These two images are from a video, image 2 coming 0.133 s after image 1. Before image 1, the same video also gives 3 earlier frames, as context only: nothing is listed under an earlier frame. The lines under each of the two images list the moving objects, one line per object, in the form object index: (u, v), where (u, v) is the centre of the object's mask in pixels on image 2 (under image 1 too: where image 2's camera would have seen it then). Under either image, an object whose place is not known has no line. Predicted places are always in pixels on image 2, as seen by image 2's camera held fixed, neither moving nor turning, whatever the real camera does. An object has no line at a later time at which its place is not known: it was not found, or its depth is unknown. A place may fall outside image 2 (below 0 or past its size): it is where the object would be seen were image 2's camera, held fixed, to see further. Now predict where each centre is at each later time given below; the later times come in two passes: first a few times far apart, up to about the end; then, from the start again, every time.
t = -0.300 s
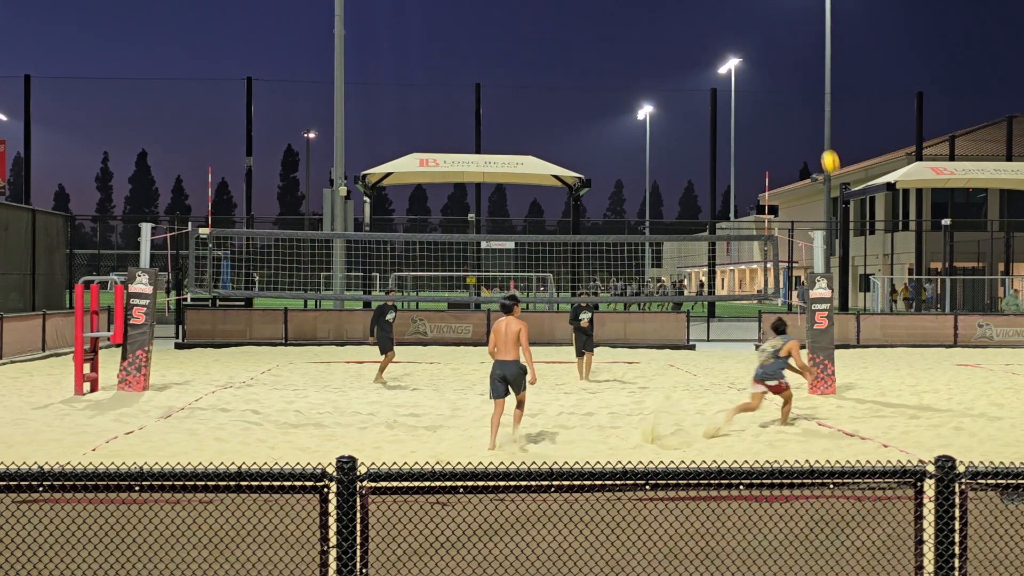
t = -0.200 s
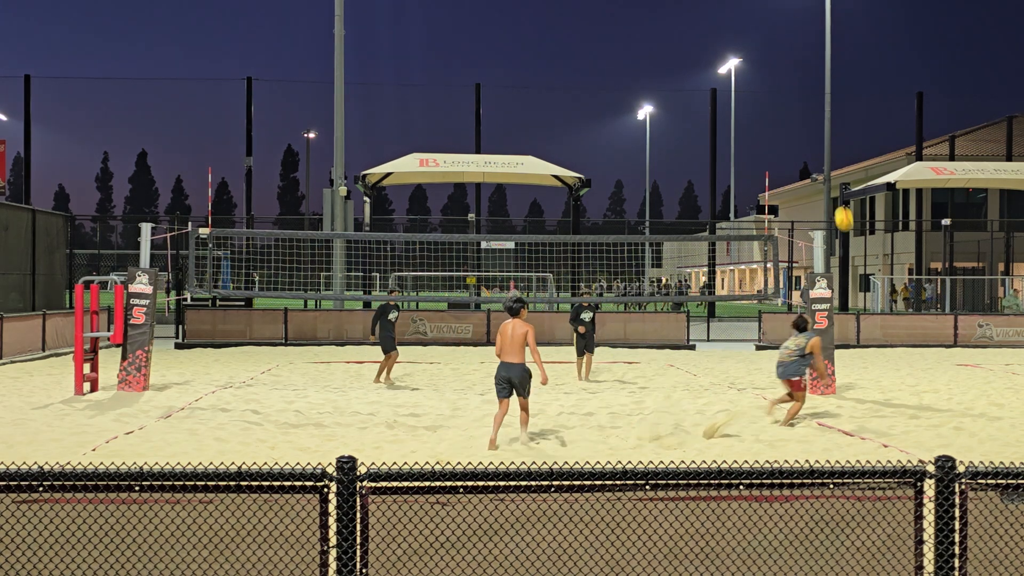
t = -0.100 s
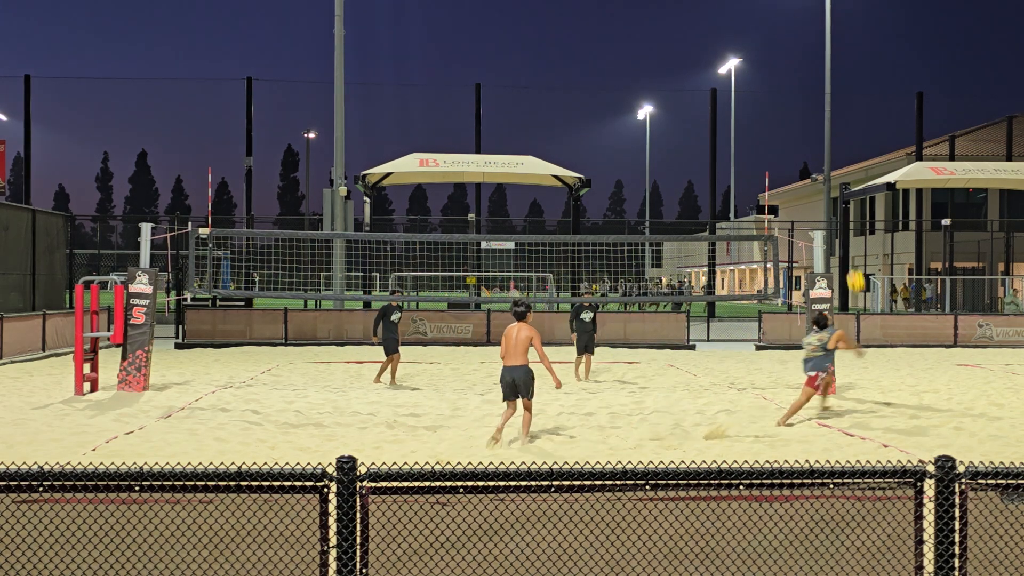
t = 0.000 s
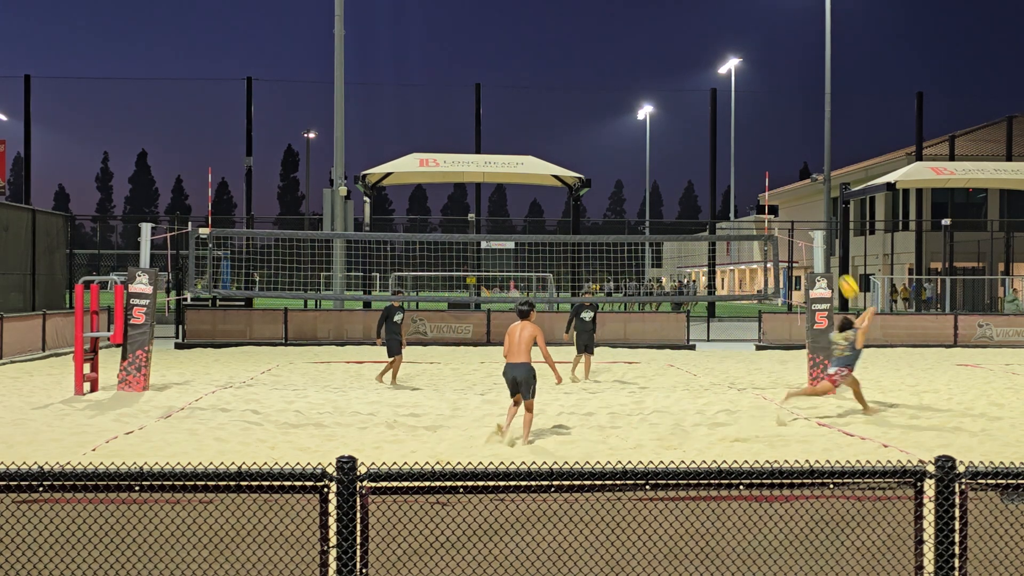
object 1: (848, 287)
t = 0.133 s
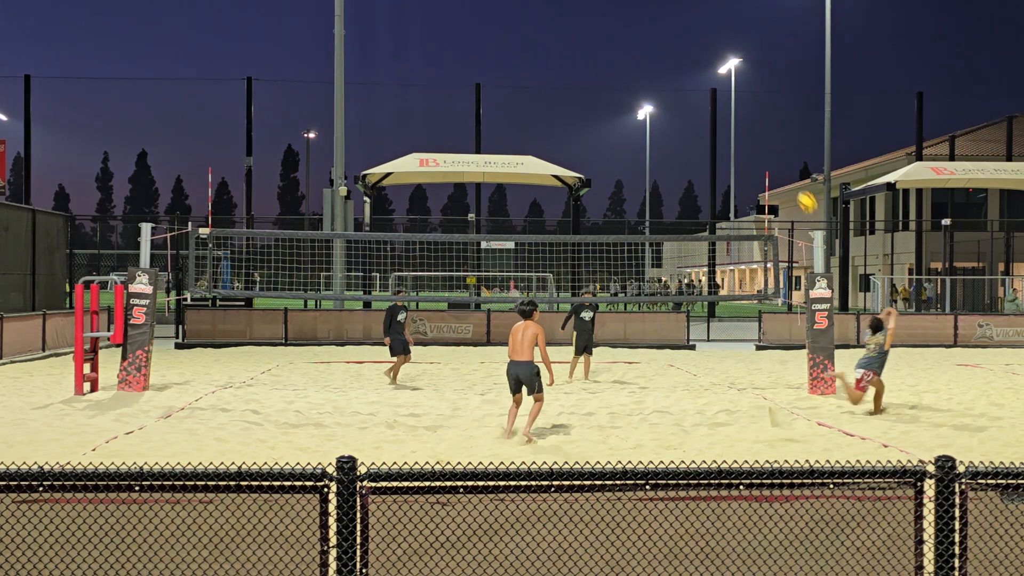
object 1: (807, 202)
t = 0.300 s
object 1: (757, 118)
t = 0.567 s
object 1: (679, 32)
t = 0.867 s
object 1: (596, 7)
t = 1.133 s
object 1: (526, 38)
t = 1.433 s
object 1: (454, 137)
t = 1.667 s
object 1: (403, 258)
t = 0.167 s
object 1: (796, 183)
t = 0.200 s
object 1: (787, 166)
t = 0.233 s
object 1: (777, 149)
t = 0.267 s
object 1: (767, 133)
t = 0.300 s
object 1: (757, 118)
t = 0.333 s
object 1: (747, 104)
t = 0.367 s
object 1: (737, 92)
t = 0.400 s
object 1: (727, 80)
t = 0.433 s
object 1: (716, 68)
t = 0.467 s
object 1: (708, 58)
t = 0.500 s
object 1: (698, 48)
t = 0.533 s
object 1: (688, 40)
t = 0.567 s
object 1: (679, 32)
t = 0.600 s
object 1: (669, 26)
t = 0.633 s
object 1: (660, 20)
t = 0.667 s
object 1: (651, 15)
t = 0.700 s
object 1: (641, 12)
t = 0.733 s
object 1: (632, 9)
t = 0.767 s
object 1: (623, 7)
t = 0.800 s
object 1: (613, 6)
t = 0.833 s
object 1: (604, 6)
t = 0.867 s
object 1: (596, 7)
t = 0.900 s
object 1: (587, 7)
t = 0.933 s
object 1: (578, 8)
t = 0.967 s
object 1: (569, 11)
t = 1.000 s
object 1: (560, 15)
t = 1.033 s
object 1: (552, 20)
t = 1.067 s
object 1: (543, 25)
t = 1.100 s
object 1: (534, 31)
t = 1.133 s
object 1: (526, 38)
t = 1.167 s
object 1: (518, 46)
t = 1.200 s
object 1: (510, 55)
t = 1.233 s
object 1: (501, 64)
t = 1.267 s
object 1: (493, 74)
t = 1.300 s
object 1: (485, 85)
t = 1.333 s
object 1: (477, 97)
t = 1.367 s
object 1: (469, 110)
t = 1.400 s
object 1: (461, 123)
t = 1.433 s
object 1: (454, 137)
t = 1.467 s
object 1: (447, 150)
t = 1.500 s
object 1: (439, 169)
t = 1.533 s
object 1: (431, 185)
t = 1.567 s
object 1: (424, 202)
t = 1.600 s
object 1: (417, 220)
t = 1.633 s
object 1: (410, 239)
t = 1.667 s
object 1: (403, 258)
